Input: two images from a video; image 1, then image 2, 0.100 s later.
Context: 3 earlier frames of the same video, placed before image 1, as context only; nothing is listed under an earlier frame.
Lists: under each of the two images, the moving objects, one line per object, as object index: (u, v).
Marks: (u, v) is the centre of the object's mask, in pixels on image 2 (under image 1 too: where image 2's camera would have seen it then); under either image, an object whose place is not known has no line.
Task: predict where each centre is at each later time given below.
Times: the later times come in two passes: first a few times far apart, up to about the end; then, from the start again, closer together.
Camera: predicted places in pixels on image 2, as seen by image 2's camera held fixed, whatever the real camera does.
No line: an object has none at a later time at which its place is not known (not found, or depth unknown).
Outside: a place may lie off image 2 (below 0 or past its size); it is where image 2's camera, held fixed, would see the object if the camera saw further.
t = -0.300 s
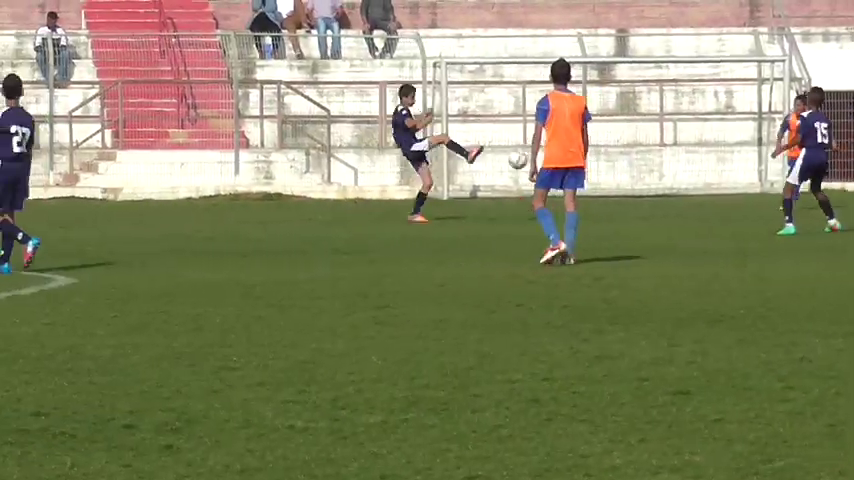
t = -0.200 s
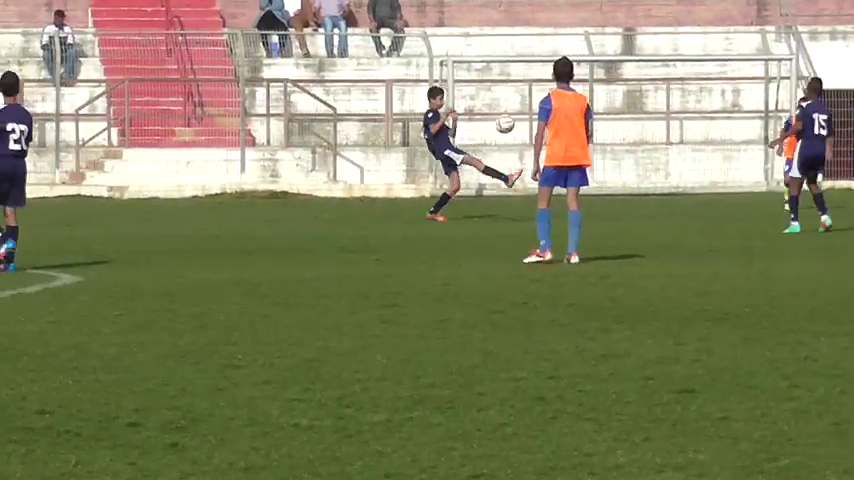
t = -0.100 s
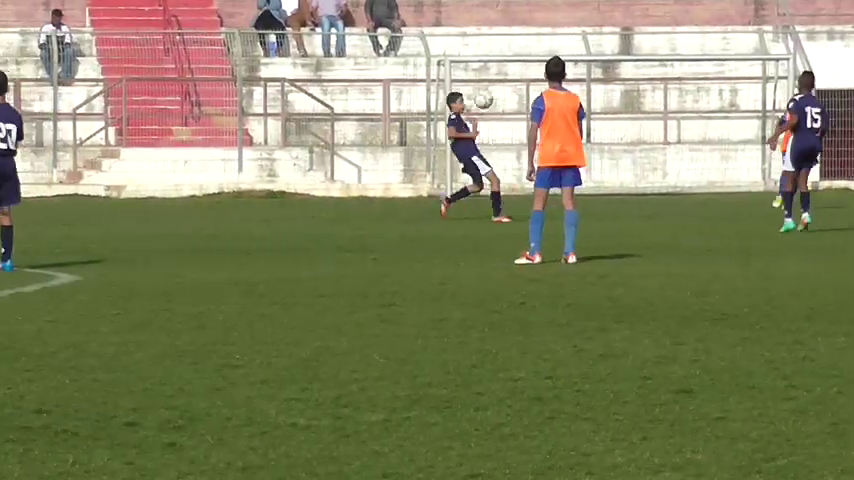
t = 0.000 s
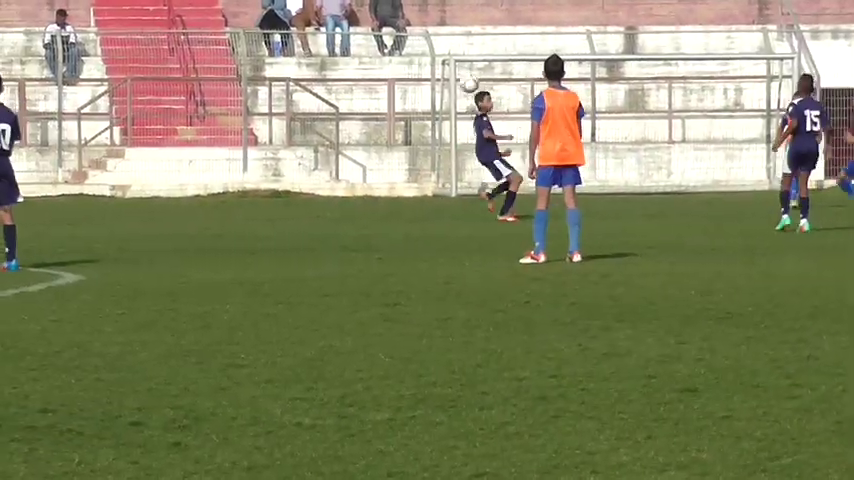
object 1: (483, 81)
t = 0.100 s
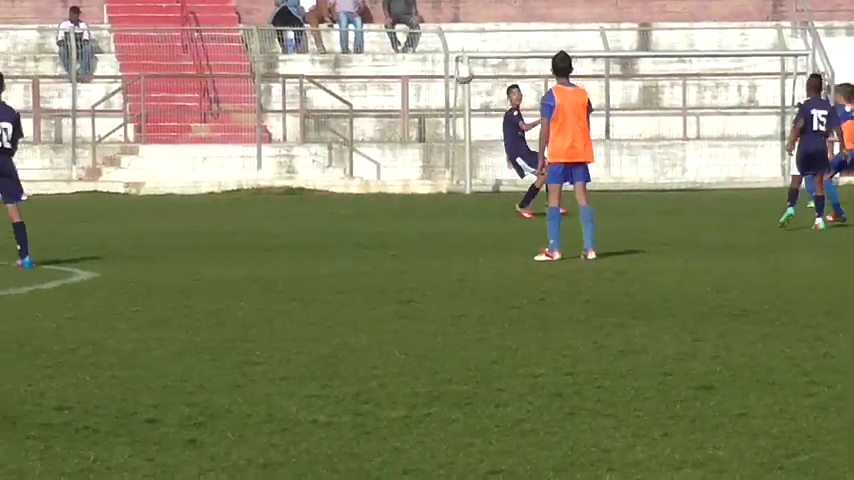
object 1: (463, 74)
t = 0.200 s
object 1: (445, 76)
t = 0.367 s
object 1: (415, 100)
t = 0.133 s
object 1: (457, 74)
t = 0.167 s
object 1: (452, 75)
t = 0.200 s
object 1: (445, 76)
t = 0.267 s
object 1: (433, 84)
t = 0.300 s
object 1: (427, 89)
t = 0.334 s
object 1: (421, 95)
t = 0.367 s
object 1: (415, 100)
